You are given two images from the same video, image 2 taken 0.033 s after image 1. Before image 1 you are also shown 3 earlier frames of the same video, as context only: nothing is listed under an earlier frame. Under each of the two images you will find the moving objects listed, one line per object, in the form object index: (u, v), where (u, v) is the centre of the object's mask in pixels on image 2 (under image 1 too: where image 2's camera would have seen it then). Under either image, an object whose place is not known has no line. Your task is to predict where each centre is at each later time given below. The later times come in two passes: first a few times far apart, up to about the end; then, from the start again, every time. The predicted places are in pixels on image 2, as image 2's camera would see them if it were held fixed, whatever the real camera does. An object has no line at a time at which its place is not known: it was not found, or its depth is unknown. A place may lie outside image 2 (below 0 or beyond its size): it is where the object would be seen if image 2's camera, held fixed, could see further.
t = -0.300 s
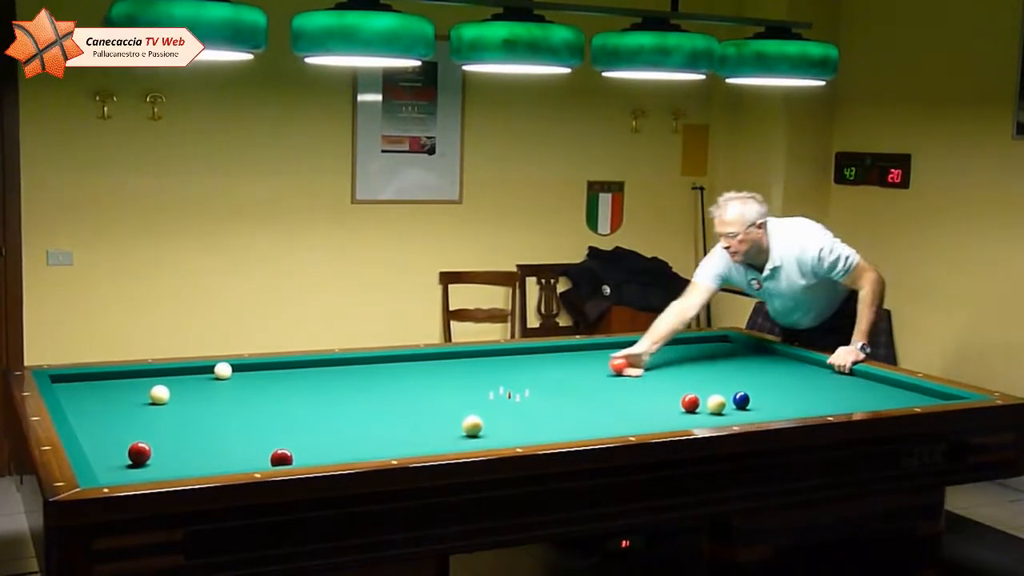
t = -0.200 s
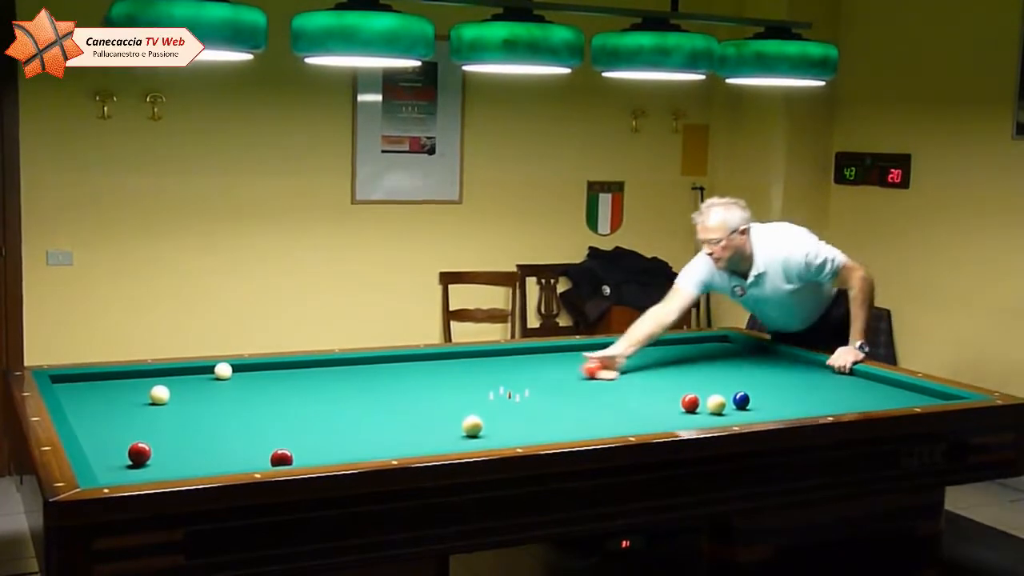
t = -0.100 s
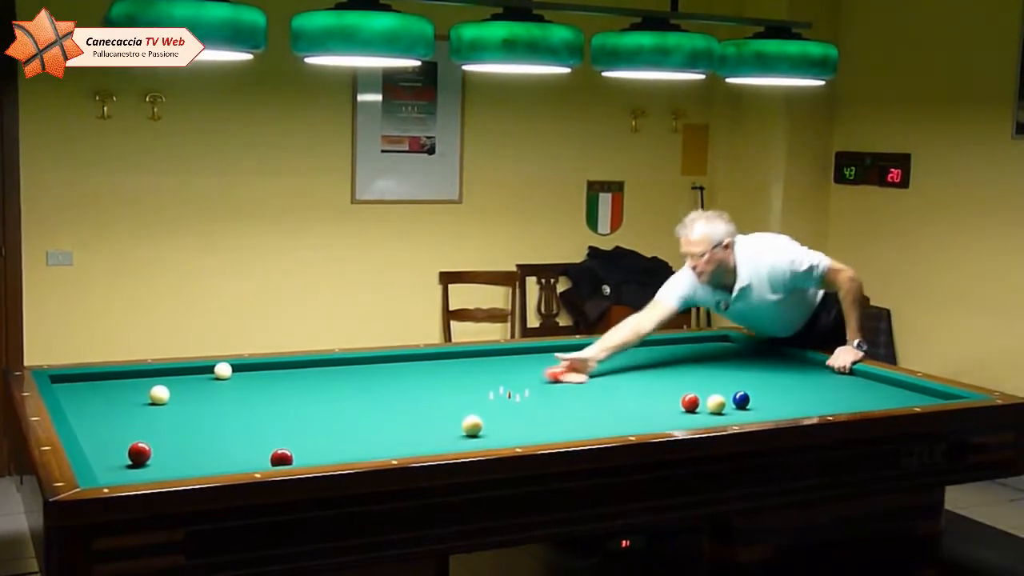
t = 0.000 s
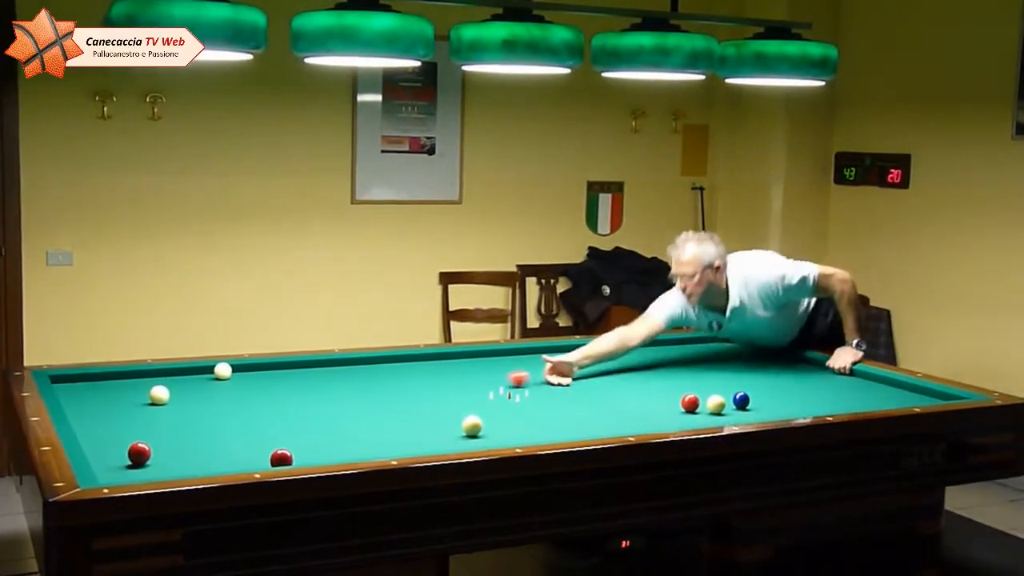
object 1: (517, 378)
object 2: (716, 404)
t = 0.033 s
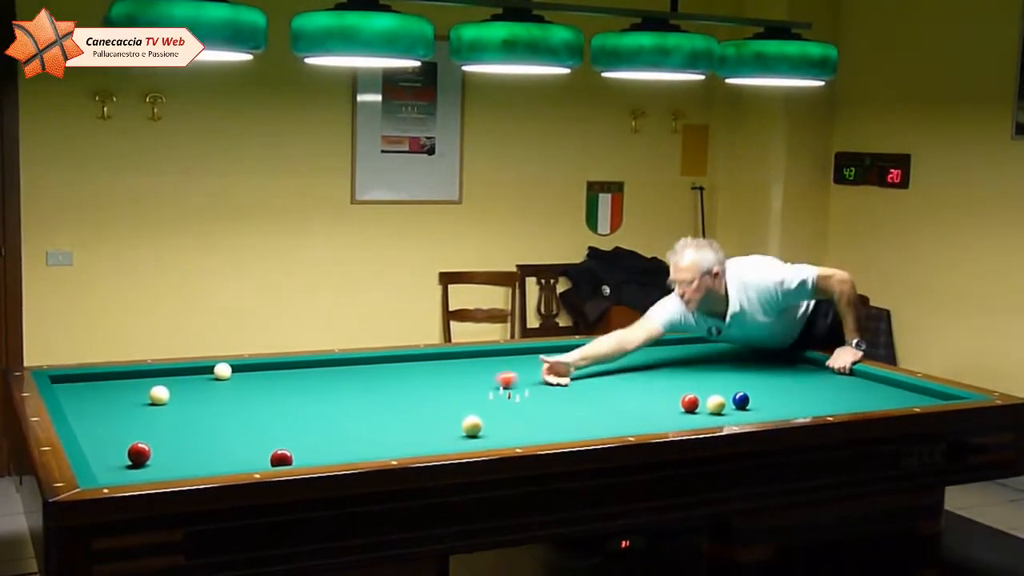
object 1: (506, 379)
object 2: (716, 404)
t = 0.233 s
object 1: (440, 386)
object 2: (716, 404)
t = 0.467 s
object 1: (363, 395)
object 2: (716, 404)
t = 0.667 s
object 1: (292, 402)
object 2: (716, 404)
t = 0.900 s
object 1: (203, 411)
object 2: (716, 404)
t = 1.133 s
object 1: (108, 421)
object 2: (715, 404)
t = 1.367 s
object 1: (138, 421)
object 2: (715, 404)
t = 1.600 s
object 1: (198, 419)
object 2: (715, 404)
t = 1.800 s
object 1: (241, 417)
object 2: (715, 404)
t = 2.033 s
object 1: (290, 416)
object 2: (715, 404)
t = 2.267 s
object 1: (337, 414)
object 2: (715, 404)
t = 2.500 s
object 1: (382, 413)
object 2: (715, 404)
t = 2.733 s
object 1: (426, 411)
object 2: (716, 404)
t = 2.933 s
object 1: (462, 410)
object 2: (716, 404)
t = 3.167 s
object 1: (504, 409)
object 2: (716, 404)
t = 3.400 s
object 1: (543, 408)
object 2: (716, 404)
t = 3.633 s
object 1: (582, 406)
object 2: (715, 404)
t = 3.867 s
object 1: (619, 405)
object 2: (715, 404)
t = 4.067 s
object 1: (649, 404)
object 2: (715, 404)
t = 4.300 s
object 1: (672, 402)
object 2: (719, 405)
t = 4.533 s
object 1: (679, 401)
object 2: (740, 406)
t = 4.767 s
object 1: (684, 399)
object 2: (760, 408)
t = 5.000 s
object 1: (688, 397)
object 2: (778, 408)
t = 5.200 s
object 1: (690, 396)
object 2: (794, 409)
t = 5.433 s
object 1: (693, 395)
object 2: (811, 409)
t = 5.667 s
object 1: (696, 393)
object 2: (828, 409)
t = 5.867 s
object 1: (698, 392)
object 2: (836, 408)
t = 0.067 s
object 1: (495, 380)
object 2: (716, 404)
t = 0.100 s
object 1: (483, 382)
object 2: (716, 404)
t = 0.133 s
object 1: (472, 383)
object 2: (716, 404)
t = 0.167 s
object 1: (462, 384)
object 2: (716, 404)
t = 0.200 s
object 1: (451, 385)
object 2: (716, 404)
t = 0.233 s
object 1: (440, 386)
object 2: (716, 404)
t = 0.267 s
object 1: (429, 387)
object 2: (716, 404)
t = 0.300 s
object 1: (418, 389)
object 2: (716, 404)
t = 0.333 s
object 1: (407, 390)
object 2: (716, 404)
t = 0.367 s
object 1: (396, 391)
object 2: (716, 404)
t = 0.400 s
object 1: (385, 392)
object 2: (716, 404)
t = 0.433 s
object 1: (373, 393)
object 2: (716, 404)
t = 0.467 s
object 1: (363, 395)
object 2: (716, 404)
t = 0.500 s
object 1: (351, 396)
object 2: (716, 404)
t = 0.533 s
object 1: (339, 397)
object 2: (716, 404)
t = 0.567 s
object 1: (328, 398)
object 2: (716, 404)
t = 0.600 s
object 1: (315, 399)
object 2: (716, 404)
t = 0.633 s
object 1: (304, 401)
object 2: (716, 404)
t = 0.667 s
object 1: (292, 402)
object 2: (716, 404)
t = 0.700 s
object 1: (280, 403)
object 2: (716, 404)
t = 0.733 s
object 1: (268, 404)
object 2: (716, 404)
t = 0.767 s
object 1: (255, 406)
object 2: (716, 404)
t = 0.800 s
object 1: (241, 407)
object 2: (716, 404)
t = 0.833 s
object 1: (229, 408)
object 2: (716, 404)
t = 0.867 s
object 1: (217, 410)
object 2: (716, 404)
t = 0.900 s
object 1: (203, 411)
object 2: (716, 404)
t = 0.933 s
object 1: (190, 412)
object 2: (715, 404)
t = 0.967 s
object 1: (177, 414)
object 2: (716, 404)
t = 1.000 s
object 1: (164, 415)
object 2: (716, 404)
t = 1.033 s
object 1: (150, 417)
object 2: (715, 404)
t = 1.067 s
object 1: (136, 418)
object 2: (716, 404)
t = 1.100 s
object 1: (122, 419)
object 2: (715, 404)
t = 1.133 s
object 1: (108, 421)
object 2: (715, 404)
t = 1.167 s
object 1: (94, 423)
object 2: (715, 404)
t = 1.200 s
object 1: (82, 424)
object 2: (716, 404)
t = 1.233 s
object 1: (91, 423)
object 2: (715, 404)
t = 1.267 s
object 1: (104, 423)
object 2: (715, 404)
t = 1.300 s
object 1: (116, 423)
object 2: (715, 404)
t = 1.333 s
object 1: (127, 422)
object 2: (715, 404)
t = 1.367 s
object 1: (138, 421)
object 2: (715, 404)
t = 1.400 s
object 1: (148, 421)
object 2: (715, 404)
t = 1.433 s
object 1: (158, 420)
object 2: (715, 404)
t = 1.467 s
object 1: (167, 420)
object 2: (715, 404)
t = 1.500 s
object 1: (176, 420)
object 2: (715, 404)
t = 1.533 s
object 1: (183, 419)
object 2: (715, 404)
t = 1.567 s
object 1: (191, 419)
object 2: (715, 404)
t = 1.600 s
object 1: (198, 419)
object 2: (715, 404)
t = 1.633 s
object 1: (205, 419)
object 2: (715, 404)
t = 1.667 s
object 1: (212, 419)
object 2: (715, 404)
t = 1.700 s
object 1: (220, 419)
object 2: (715, 404)
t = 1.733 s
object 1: (227, 418)
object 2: (715, 404)
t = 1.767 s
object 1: (234, 418)
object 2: (715, 404)
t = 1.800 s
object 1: (241, 417)
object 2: (715, 404)
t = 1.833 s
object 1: (248, 417)
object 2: (715, 404)
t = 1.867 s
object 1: (255, 417)
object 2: (715, 404)
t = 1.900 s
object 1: (262, 416)
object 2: (715, 404)
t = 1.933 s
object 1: (269, 417)
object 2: (715, 404)
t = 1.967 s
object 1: (276, 416)
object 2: (715, 404)
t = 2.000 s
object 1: (283, 416)
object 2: (715, 404)
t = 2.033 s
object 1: (290, 416)
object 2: (715, 404)
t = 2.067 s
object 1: (297, 415)
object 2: (715, 404)
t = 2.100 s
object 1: (303, 415)
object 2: (715, 404)
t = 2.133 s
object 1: (310, 415)
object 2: (715, 404)
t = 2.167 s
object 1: (317, 415)
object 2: (715, 404)
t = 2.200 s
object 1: (324, 415)
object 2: (715, 404)
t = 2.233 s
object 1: (330, 415)
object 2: (715, 404)
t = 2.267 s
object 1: (337, 414)
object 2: (715, 404)
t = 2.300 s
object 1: (344, 414)
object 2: (715, 404)
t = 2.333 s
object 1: (350, 414)
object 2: (715, 404)
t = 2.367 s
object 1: (356, 414)
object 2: (715, 404)
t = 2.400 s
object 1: (363, 413)
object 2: (715, 404)
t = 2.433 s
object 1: (369, 413)
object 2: (715, 404)
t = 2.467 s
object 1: (376, 413)
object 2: (715, 404)
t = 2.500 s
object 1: (382, 413)
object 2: (715, 404)
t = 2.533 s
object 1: (388, 413)
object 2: (715, 404)
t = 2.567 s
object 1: (395, 412)
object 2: (715, 404)
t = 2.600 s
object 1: (401, 412)
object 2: (715, 404)
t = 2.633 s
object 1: (407, 412)
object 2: (715, 404)
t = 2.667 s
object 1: (414, 412)
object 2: (715, 404)
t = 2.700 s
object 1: (420, 411)
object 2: (716, 404)
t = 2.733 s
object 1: (426, 411)
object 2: (716, 404)
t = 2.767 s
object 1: (432, 411)
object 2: (716, 404)
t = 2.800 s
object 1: (438, 411)
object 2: (716, 404)
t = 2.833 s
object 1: (444, 411)
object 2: (716, 404)
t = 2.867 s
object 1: (451, 410)
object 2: (716, 404)
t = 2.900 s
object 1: (457, 410)
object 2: (716, 404)
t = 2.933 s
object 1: (462, 410)
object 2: (716, 404)
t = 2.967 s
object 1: (468, 408)
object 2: (716, 404)
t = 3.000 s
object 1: (475, 408)
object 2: (716, 404)
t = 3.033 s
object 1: (481, 409)
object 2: (716, 404)
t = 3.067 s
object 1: (486, 409)
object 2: (716, 404)
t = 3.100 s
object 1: (492, 409)
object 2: (716, 404)
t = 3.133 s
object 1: (498, 409)
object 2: (716, 404)
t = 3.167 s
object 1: (504, 409)
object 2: (716, 404)
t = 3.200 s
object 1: (509, 409)
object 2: (716, 404)
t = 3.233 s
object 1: (515, 408)
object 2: (716, 404)
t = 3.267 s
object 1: (521, 409)
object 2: (716, 404)
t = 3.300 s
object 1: (526, 408)
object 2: (716, 404)
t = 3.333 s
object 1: (532, 408)
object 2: (716, 404)
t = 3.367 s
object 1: (538, 408)
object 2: (716, 404)
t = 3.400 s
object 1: (543, 408)
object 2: (716, 404)
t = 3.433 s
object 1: (549, 408)
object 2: (716, 404)
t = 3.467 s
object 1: (555, 407)
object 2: (716, 404)
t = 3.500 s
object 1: (560, 407)
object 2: (716, 404)
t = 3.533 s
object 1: (566, 407)
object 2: (716, 404)
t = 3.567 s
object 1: (571, 407)
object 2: (716, 404)
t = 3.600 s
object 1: (577, 407)
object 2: (715, 404)
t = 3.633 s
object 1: (582, 406)
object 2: (715, 404)
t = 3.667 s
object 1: (587, 406)
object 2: (716, 404)
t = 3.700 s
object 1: (592, 406)
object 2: (715, 404)
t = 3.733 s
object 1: (598, 405)
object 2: (715, 404)
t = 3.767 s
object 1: (603, 405)
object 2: (715, 404)
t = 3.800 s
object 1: (609, 405)
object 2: (715, 404)
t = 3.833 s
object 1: (613, 405)
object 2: (715, 404)
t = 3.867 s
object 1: (619, 405)
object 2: (715, 404)
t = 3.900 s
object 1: (624, 405)
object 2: (715, 404)
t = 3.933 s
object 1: (629, 404)
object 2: (715, 404)
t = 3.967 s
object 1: (634, 404)
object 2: (715, 404)
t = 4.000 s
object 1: (639, 404)
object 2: (715, 404)
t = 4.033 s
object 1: (644, 404)
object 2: (715, 404)
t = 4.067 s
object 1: (649, 404)
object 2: (715, 404)
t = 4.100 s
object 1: (654, 404)
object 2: (715, 404)
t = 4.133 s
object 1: (659, 403)
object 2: (715, 404)
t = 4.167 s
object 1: (664, 403)
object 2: (715, 404)
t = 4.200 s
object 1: (669, 403)
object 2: (715, 404)
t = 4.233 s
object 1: (671, 403)
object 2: (715, 404)
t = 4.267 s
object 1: (671, 402)
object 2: (716, 404)
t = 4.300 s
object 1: (672, 402)
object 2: (719, 405)
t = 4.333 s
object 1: (673, 402)
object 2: (722, 405)
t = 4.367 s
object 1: (674, 402)
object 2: (726, 405)
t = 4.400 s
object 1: (675, 401)
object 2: (729, 405)
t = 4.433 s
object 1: (676, 401)
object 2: (732, 405)
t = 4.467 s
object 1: (677, 401)
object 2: (734, 405)
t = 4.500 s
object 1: (678, 401)
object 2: (737, 406)
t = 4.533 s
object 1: (679, 401)
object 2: (740, 406)
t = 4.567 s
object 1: (681, 401)
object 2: (743, 407)
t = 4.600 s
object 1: (682, 400)
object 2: (746, 407)
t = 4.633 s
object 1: (682, 400)
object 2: (748, 407)
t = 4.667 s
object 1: (683, 400)
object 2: (751, 407)
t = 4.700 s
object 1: (683, 400)
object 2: (754, 407)
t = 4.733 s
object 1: (684, 399)
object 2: (757, 407)
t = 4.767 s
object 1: (684, 399)
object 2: (760, 408)
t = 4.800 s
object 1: (685, 399)
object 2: (762, 408)
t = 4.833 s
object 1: (685, 399)
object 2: (765, 408)
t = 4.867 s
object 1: (686, 398)
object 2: (768, 408)
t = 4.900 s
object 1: (686, 398)
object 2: (770, 408)
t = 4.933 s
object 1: (687, 398)
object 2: (773, 409)
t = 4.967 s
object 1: (687, 397)
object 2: (775, 408)
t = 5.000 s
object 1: (688, 397)
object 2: (778, 408)
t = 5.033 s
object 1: (688, 397)
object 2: (781, 409)
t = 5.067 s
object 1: (688, 397)
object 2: (784, 409)
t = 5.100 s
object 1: (689, 397)
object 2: (786, 409)
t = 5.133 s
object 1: (689, 396)
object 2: (789, 408)
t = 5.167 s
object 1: (690, 396)
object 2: (791, 409)
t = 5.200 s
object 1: (690, 396)
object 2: (794, 409)
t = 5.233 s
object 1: (691, 396)
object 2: (797, 408)
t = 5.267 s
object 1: (691, 396)
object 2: (799, 409)
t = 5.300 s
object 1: (692, 396)
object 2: (802, 408)
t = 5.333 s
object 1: (692, 395)
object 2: (804, 409)
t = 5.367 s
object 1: (692, 395)
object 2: (807, 409)
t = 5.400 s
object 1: (693, 395)
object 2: (809, 409)
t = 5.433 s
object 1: (693, 395)
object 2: (811, 409)
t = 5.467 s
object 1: (693, 394)
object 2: (814, 409)
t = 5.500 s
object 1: (694, 394)
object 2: (816, 409)
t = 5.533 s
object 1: (694, 394)
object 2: (818, 409)
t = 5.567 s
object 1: (695, 394)
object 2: (821, 409)
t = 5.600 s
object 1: (696, 393)
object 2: (824, 409)
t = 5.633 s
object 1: (696, 393)
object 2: (825, 409)
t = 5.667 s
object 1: (696, 393)
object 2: (828, 409)
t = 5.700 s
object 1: (696, 393)
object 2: (831, 408)
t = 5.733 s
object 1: (697, 393)
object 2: (832, 409)
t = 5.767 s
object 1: (697, 393)
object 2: (833, 409)
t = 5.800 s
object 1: (697, 393)
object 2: (834, 408)
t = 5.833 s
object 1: (698, 392)
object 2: (835, 408)
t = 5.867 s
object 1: (698, 392)
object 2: (836, 408)
